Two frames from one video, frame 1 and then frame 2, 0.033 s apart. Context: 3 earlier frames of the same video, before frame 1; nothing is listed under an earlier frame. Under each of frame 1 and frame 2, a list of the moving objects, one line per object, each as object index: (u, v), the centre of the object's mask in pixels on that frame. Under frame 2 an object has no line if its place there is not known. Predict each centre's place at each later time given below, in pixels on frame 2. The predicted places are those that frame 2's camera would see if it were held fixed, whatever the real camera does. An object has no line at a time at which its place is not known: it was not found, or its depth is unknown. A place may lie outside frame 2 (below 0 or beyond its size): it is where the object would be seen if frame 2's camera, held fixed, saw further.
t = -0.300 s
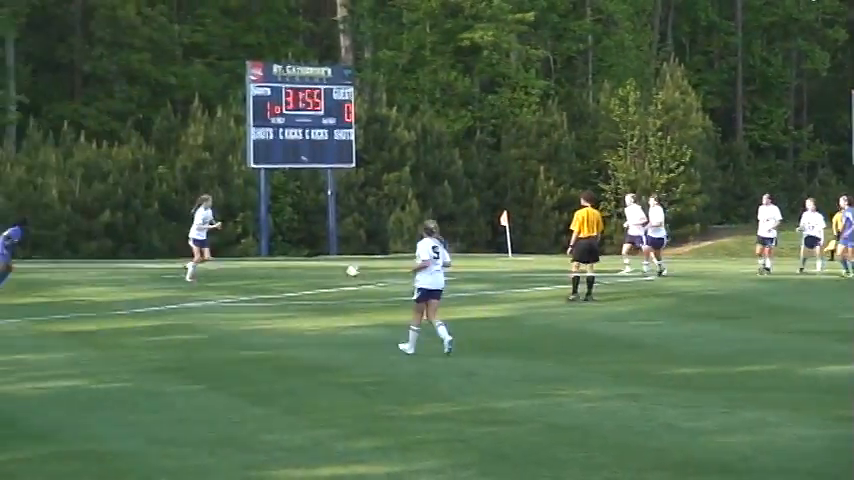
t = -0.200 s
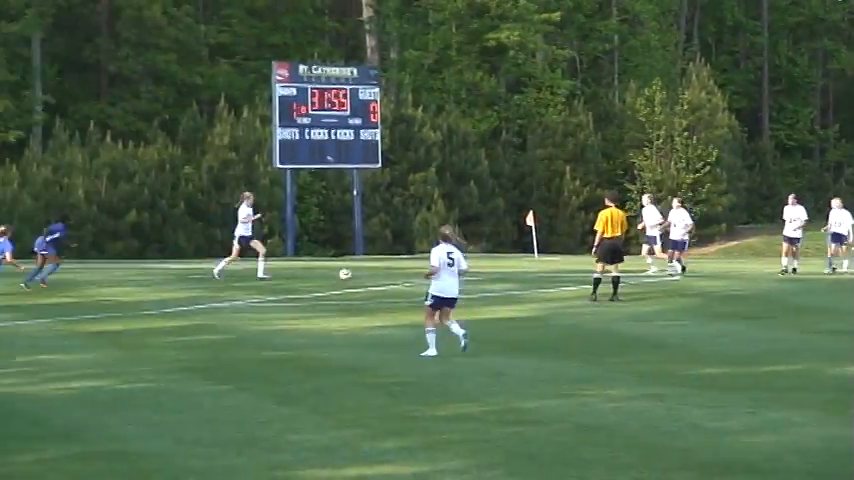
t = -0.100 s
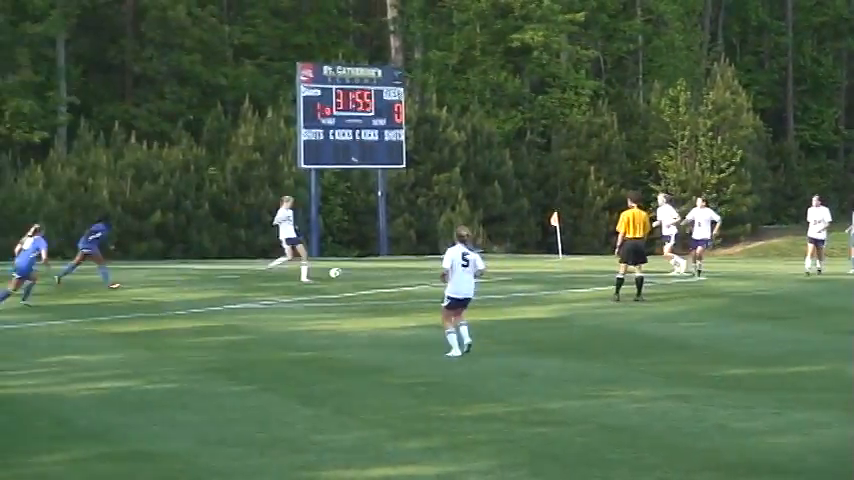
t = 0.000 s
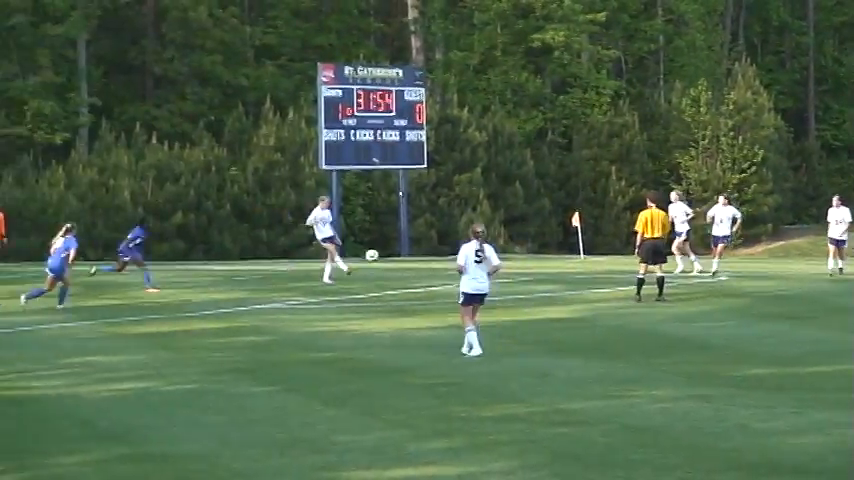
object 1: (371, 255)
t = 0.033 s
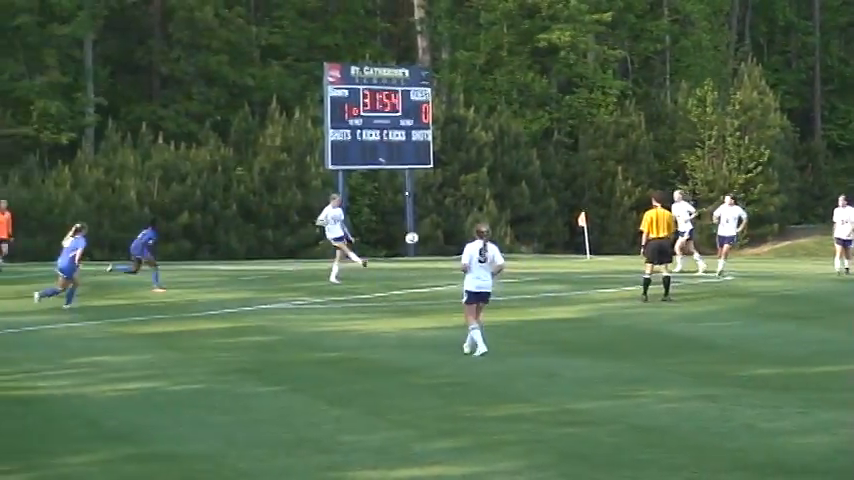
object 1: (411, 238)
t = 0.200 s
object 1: (582, 162)
